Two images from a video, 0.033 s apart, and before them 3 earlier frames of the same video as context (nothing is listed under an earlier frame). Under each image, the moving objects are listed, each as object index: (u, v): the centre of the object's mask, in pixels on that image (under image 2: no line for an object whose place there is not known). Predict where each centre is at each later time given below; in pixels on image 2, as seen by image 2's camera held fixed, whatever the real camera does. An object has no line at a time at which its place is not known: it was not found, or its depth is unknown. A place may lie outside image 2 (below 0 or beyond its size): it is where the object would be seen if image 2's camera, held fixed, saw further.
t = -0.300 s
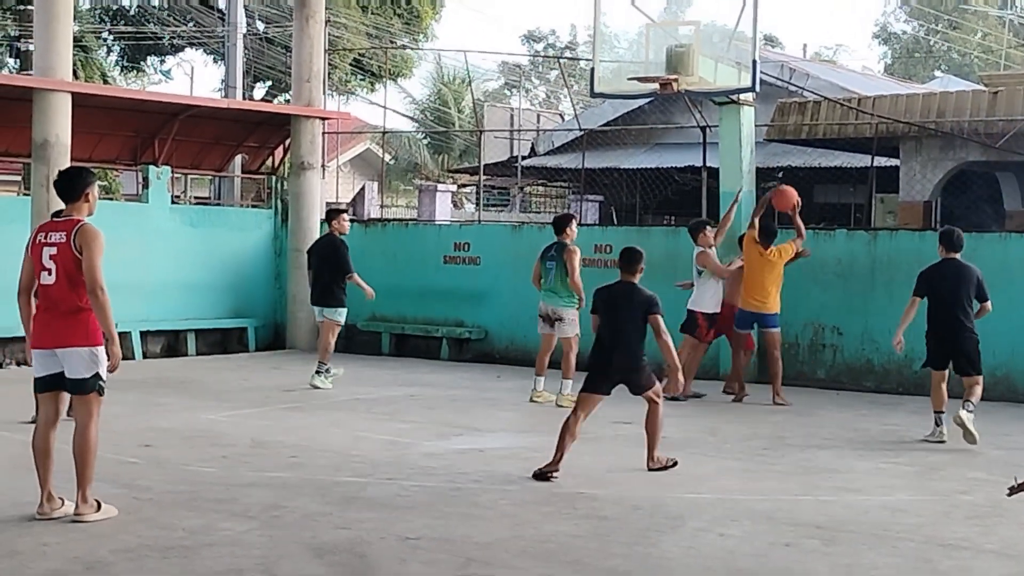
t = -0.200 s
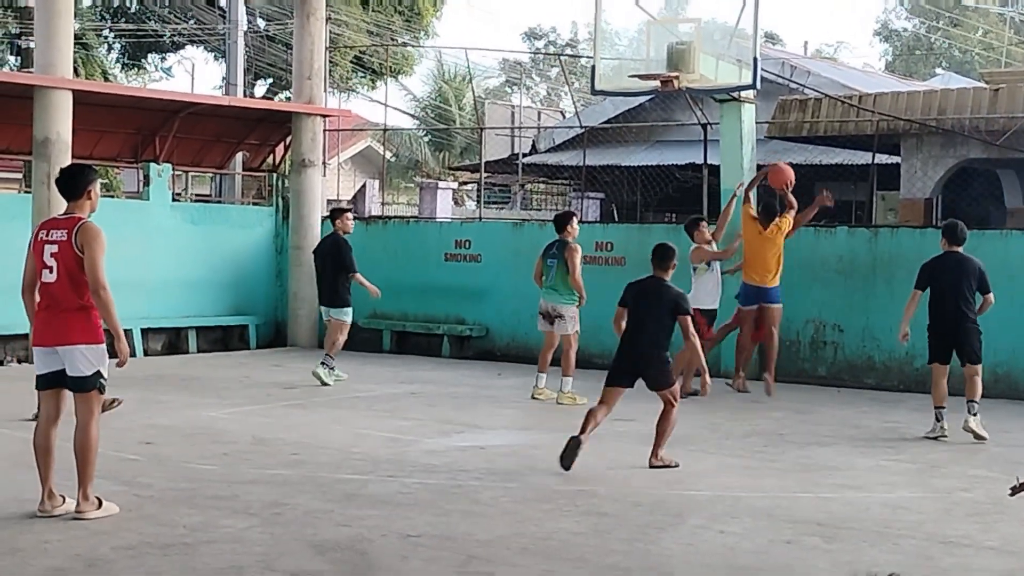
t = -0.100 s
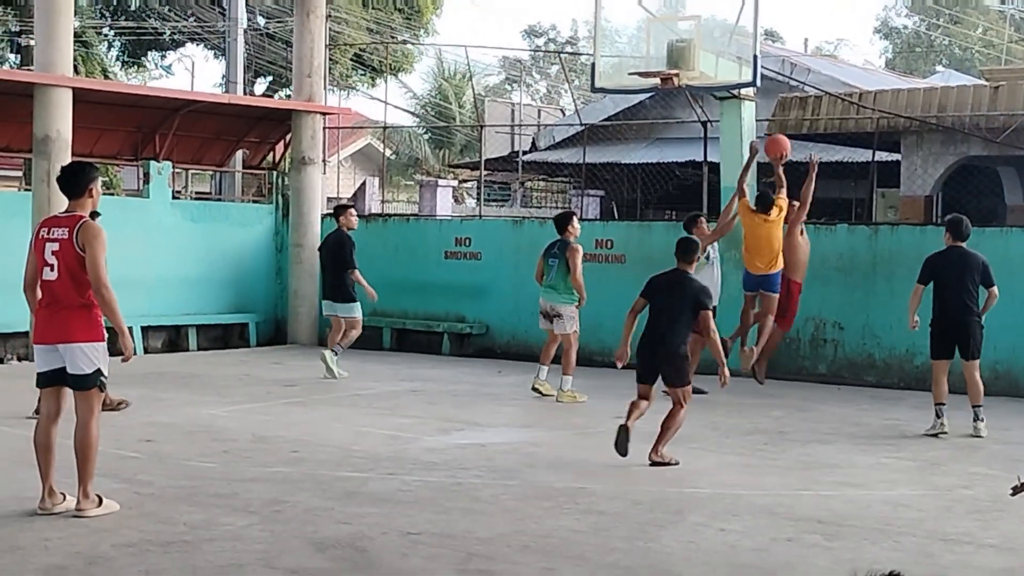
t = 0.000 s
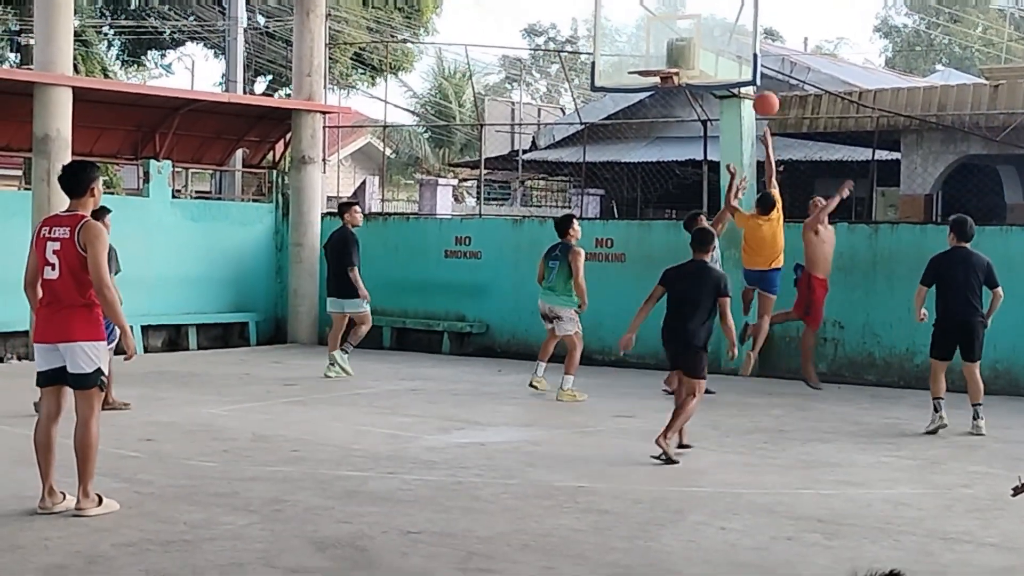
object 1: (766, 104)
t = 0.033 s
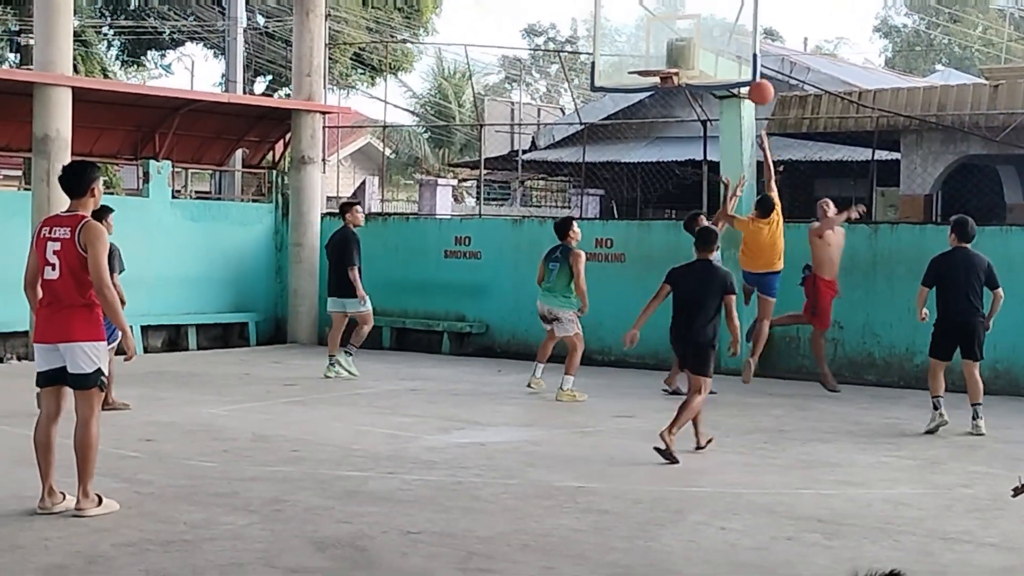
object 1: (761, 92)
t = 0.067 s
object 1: (757, 82)
